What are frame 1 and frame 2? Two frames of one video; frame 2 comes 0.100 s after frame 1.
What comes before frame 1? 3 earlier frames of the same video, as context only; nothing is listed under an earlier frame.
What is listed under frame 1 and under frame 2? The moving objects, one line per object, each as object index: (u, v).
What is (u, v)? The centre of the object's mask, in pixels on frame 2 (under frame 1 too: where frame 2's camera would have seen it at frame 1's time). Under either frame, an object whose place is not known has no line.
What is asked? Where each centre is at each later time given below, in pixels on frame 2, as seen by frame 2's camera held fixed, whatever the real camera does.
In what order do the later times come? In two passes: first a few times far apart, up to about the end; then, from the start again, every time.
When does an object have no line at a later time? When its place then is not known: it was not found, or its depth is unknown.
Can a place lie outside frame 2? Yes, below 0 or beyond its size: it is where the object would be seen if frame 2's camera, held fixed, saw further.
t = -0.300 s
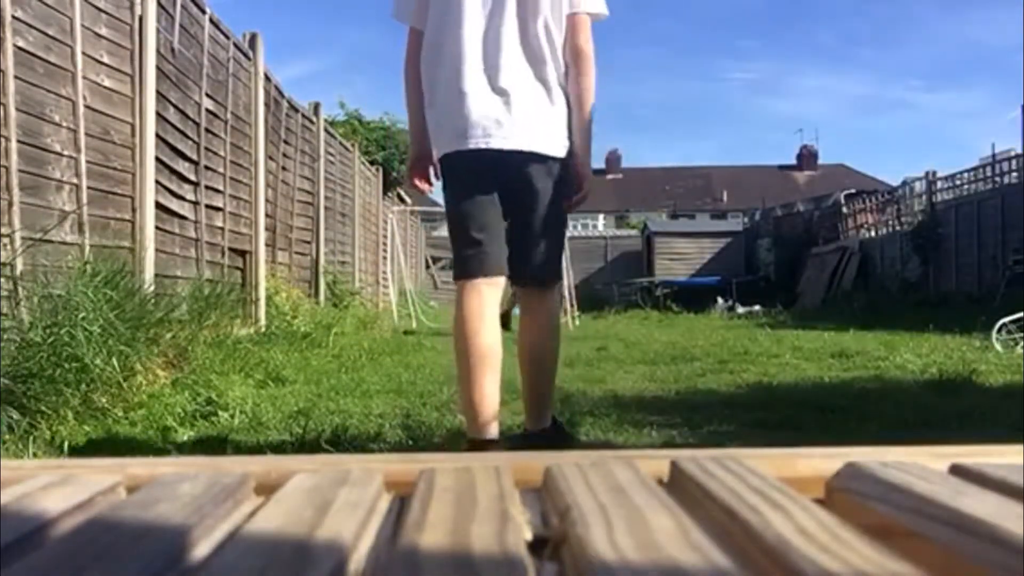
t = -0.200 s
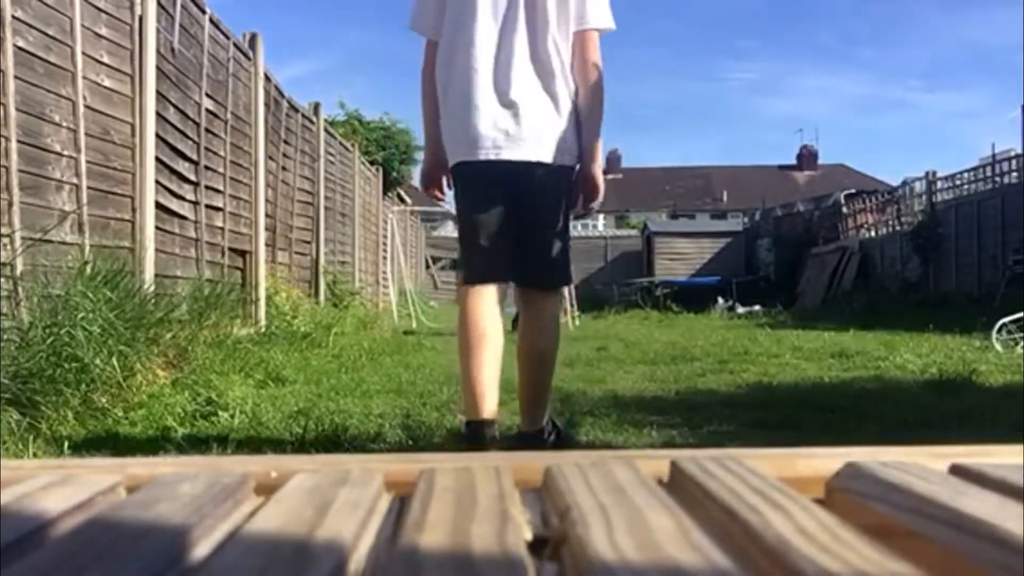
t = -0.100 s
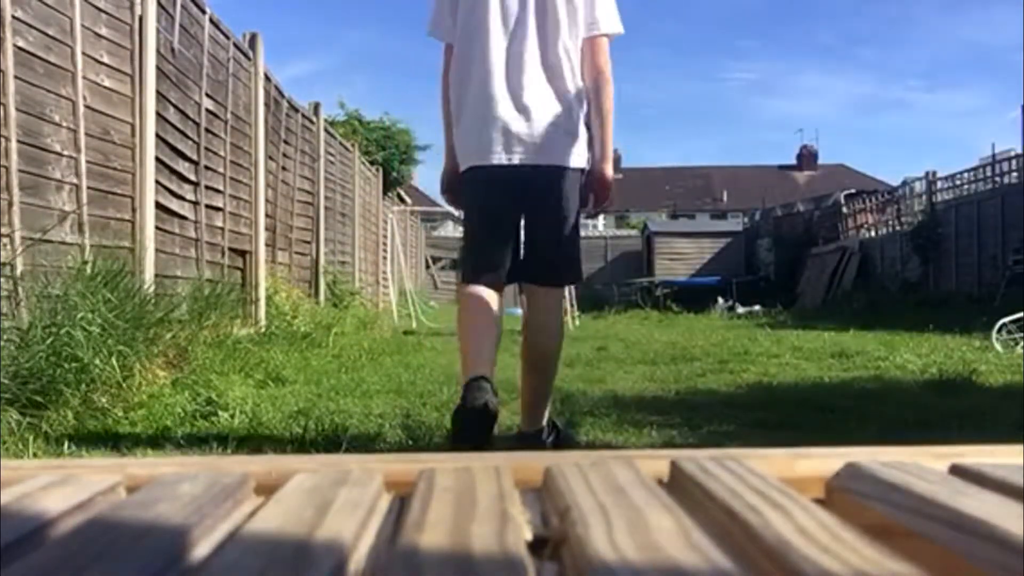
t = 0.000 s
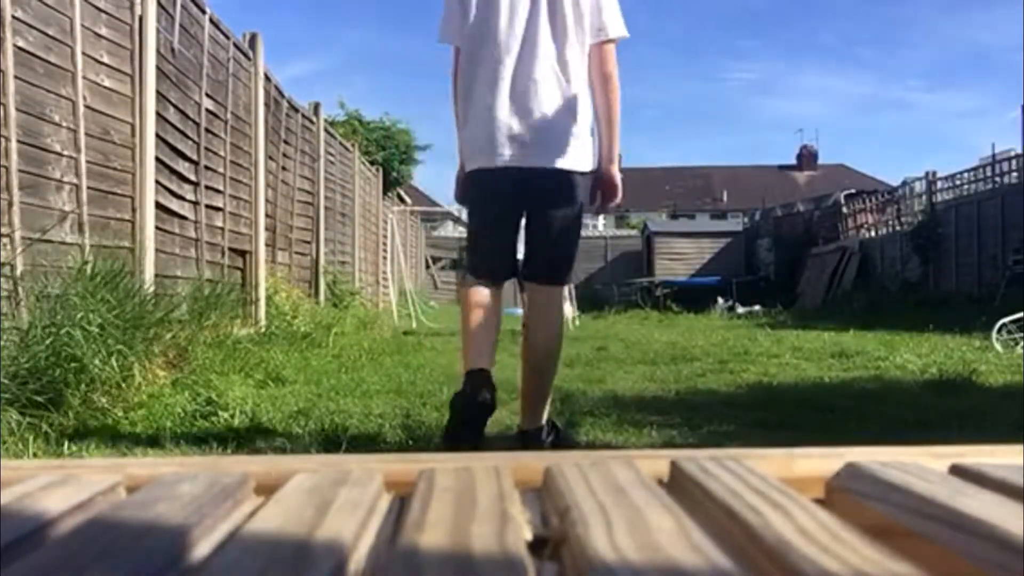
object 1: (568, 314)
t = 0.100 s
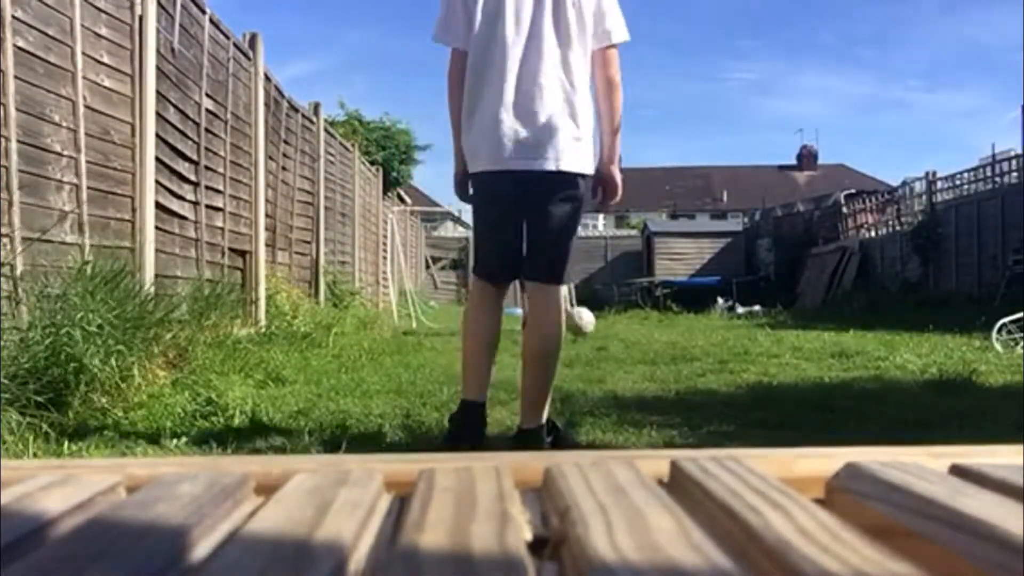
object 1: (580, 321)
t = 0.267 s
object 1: (608, 333)
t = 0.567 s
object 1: (638, 333)
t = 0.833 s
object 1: (667, 343)
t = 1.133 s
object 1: (704, 353)
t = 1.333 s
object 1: (732, 361)
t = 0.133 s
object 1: (588, 327)
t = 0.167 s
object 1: (599, 332)
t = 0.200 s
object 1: (601, 335)
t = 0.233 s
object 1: (604, 333)
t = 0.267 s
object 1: (608, 333)
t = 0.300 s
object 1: (611, 332)
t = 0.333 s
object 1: (614, 332)
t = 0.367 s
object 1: (618, 335)
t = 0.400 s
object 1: (622, 337)
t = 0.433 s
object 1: (626, 339)
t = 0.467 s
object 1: (629, 336)
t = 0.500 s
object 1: (632, 333)
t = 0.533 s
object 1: (635, 332)
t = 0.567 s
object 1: (638, 333)
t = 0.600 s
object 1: (641, 334)
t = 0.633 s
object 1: (645, 338)
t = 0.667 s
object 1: (649, 341)
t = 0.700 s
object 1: (652, 341)
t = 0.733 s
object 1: (657, 341)
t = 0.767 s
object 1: (661, 342)
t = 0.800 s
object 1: (664, 343)
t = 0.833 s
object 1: (667, 343)
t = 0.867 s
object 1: (671, 344)
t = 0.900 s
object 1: (674, 348)
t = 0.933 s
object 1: (678, 347)
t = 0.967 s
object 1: (682, 346)
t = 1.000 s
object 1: (686, 345)
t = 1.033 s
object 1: (690, 347)
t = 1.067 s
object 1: (694, 349)
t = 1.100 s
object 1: (699, 353)
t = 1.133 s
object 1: (704, 353)
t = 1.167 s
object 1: (708, 354)
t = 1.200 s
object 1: (713, 356)
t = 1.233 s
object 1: (717, 357)
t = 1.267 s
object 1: (722, 357)
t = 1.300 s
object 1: (727, 358)
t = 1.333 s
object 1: (732, 361)
